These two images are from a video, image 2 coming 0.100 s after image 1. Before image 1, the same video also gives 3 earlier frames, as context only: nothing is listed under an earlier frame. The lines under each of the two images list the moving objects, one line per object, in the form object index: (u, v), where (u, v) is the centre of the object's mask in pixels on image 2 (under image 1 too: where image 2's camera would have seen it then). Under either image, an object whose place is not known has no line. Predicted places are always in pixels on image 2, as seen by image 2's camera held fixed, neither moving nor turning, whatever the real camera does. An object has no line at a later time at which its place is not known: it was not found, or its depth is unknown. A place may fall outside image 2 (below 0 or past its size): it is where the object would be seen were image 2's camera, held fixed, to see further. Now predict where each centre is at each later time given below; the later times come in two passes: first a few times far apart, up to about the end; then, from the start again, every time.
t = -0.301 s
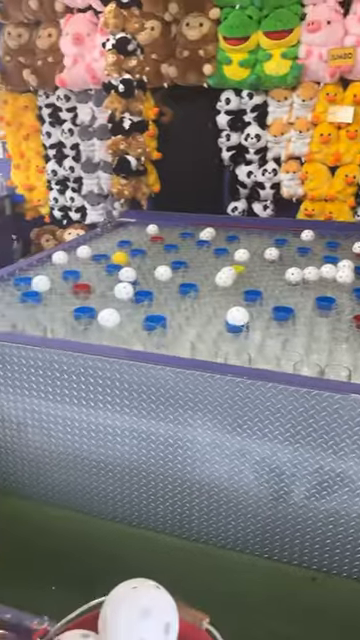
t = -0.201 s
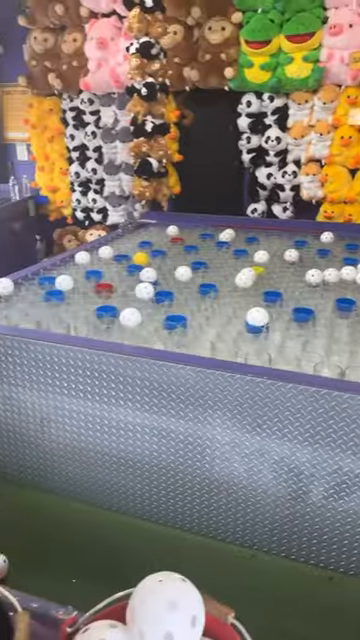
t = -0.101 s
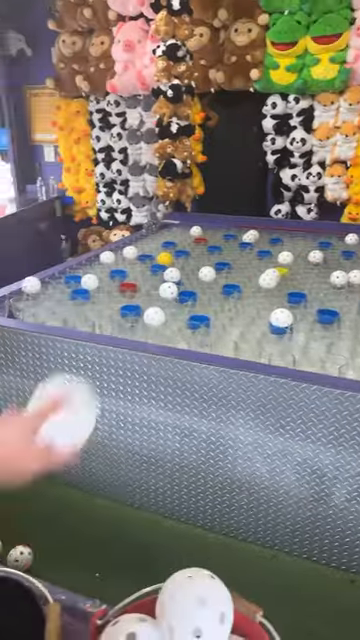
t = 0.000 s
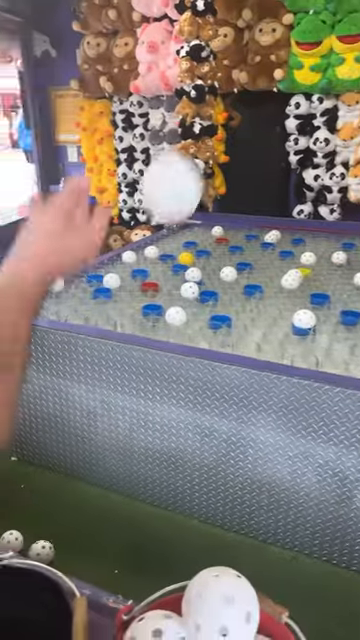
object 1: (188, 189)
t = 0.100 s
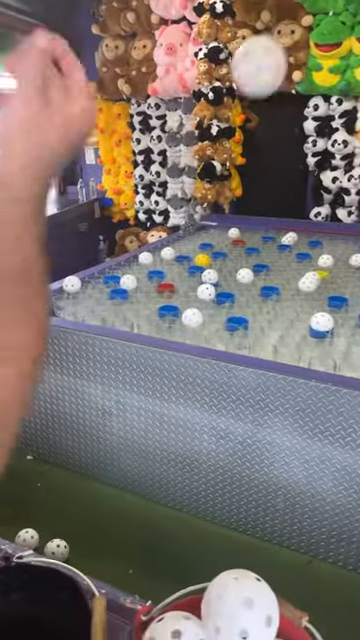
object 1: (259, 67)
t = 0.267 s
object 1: (329, 36)
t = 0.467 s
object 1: (359, 148)
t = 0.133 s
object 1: (278, 46)
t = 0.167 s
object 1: (293, 34)
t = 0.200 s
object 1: (308, 28)
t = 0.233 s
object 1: (320, 29)
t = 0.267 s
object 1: (329, 36)
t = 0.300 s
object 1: (334, 48)
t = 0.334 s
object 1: (340, 63)
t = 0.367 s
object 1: (344, 82)
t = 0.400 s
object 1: (349, 101)
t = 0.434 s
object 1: (354, 122)
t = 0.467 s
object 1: (359, 148)
